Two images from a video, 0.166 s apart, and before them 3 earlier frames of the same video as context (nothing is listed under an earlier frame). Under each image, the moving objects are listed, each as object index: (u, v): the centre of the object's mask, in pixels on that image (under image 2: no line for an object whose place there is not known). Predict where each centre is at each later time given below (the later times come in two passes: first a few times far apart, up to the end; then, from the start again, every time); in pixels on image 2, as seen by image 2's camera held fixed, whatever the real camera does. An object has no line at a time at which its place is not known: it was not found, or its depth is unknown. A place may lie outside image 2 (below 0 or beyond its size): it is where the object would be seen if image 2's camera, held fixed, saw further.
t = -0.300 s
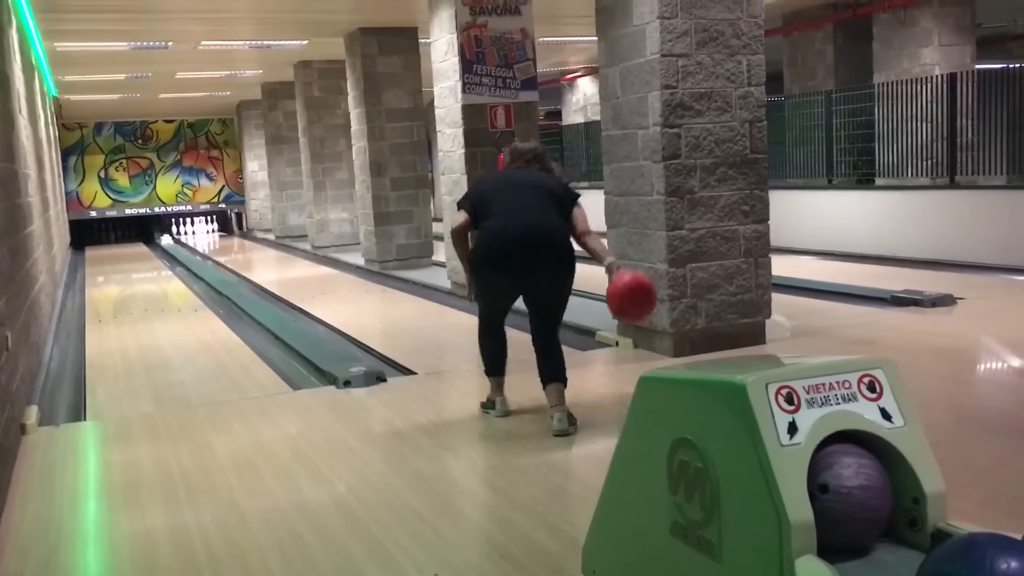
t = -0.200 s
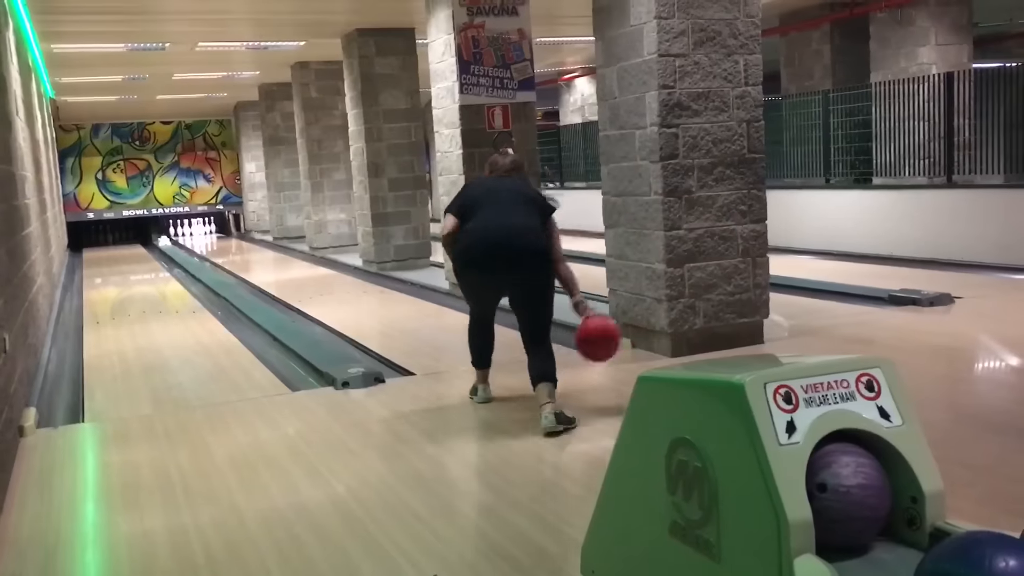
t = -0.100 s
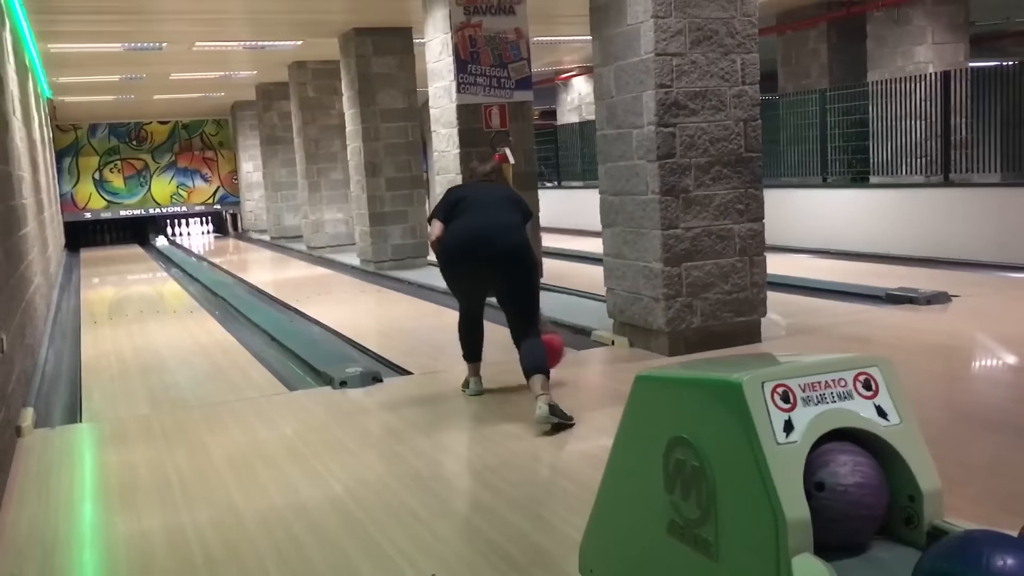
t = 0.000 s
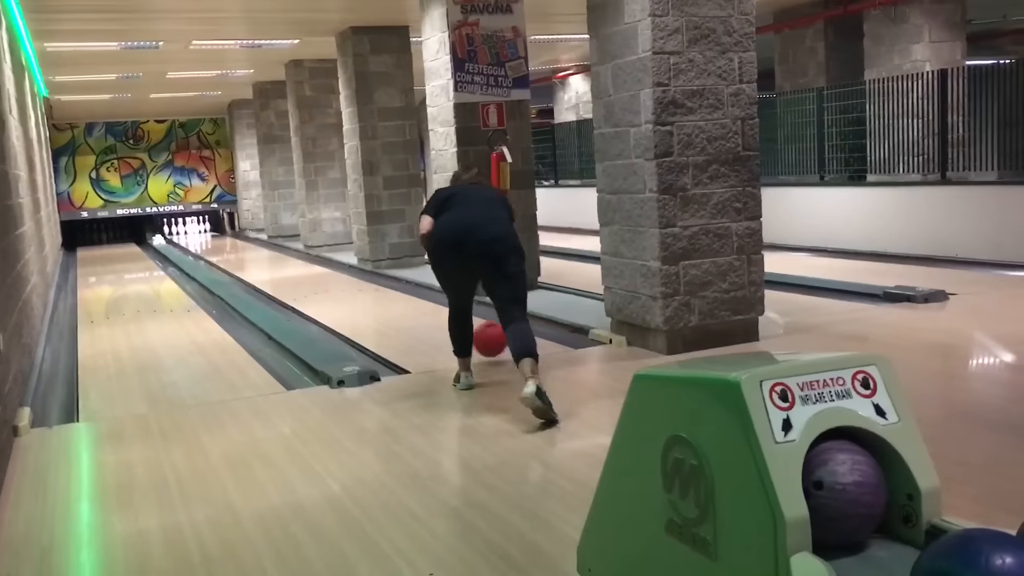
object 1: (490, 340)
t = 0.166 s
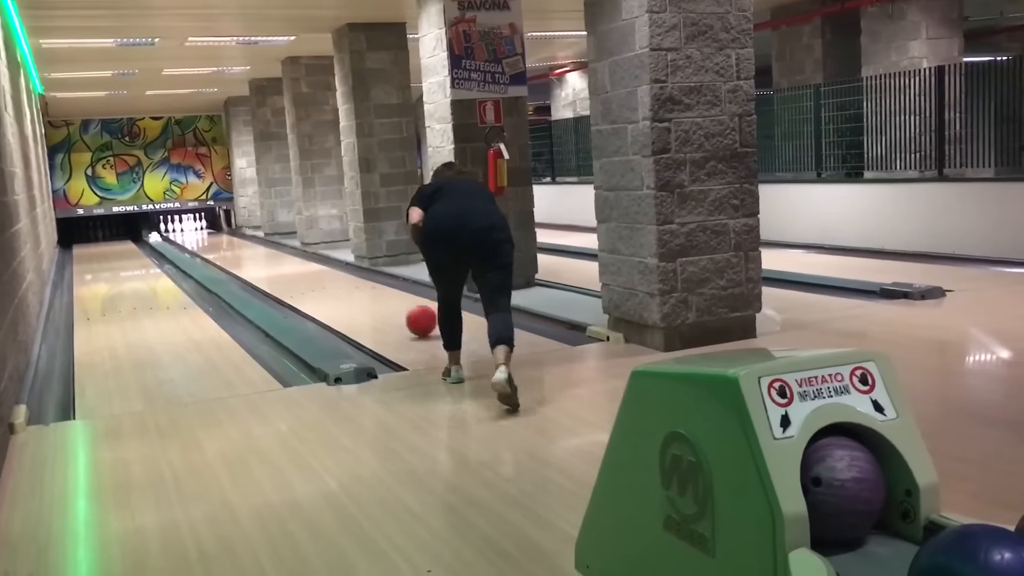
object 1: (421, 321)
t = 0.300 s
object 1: (381, 308)
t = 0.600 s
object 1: (319, 286)
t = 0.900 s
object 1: (280, 272)
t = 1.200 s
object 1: (252, 262)
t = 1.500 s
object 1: (233, 254)
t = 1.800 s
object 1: (218, 249)
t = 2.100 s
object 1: (206, 244)
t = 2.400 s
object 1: (197, 240)
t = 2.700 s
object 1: (188, 236)
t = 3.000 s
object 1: (181, 232)
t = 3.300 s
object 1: (175, 230)
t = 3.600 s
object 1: (169, 228)
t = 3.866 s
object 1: (163, 227)
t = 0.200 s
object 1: (410, 317)
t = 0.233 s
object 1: (400, 314)
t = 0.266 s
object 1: (391, 311)
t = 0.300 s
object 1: (381, 308)
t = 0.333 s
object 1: (373, 305)
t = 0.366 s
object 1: (365, 302)
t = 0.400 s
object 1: (357, 299)
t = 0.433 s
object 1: (350, 297)
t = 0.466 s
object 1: (343, 294)
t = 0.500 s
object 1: (337, 292)
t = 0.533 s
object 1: (331, 290)
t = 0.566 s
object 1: (325, 288)
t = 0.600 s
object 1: (319, 286)
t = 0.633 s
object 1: (314, 284)
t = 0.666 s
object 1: (309, 283)
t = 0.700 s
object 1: (304, 281)
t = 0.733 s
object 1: (300, 279)
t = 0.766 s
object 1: (295, 278)
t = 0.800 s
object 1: (291, 277)
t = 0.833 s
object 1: (287, 275)
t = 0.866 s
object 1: (283, 274)
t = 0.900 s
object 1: (280, 272)
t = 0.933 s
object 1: (276, 271)
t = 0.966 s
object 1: (273, 270)
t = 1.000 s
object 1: (269, 269)
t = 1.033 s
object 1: (266, 267)
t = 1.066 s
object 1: (263, 266)
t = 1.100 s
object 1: (260, 265)
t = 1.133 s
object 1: (257, 264)
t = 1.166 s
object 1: (255, 263)
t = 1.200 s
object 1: (252, 262)
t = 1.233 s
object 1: (250, 261)
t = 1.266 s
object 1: (247, 260)
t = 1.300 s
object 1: (245, 259)
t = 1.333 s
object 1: (243, 258)
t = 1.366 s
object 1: (240, 258)
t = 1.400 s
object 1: (238, 257)
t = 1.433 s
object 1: (236, 256)
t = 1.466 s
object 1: (234, 255)
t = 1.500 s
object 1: (233, 254)
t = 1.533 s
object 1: (231, 254)
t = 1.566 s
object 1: (229, 253)
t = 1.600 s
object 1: (228, 252)
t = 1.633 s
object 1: (226, 252)
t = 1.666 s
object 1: (224, 251)
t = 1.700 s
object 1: (223, 251)
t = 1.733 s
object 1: (221, 250)
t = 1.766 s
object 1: (220, 249)
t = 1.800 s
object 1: (218, 249)
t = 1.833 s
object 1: (217, 248)
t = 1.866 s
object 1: (216, 248)
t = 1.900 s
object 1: (214, 247)
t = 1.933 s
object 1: (213, 247)
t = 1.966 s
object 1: (211, 246)
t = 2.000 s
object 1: (210, 246)
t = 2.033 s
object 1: (209, 245)
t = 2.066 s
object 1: (208, 244)
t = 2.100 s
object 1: (206, 244)
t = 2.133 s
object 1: (205, 243)
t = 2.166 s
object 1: (204, 243)
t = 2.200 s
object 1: (203, 242)
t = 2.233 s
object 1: (202, 242)
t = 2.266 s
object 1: (201, 241)
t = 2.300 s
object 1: (200, 241)
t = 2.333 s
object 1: (198, 240)
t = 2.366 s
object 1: (198, 240)
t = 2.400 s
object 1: (197, 240)
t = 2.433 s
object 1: (196, 239)
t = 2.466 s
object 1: (194, 239)
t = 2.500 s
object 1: (193, 238)
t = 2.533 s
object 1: (193, 238)
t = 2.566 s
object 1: (192, 237)
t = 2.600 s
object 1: (190, 237)
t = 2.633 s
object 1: (189, 236)
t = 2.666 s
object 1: (189, 236)
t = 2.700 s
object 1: (188, 236)
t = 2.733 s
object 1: (187, 236)
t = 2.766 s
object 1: (186, 235)
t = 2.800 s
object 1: (185, 234)
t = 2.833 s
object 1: (184, 234)
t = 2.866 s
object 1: (183, 233)
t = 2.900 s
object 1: (183, 233)
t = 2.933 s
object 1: (182, 233)
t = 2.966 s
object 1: (181, 233)
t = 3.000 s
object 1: (181, 232)
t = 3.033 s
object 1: (180, 232)
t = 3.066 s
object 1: (179, 231)
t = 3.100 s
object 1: (178, 231)
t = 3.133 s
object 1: (178, 231)
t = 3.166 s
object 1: (178, 230)
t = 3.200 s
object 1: (177, 230)
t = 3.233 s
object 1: (176, 230)
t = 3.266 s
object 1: (175, 230)
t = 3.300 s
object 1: (175, 230)
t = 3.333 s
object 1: (174, 229)
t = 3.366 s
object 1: (173, 229)
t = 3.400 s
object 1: (172, 229)
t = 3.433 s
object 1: (171, 229)
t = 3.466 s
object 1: (171, 228)
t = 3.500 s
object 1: (170, 228)
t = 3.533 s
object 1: (170, 228)
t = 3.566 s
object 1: (170, 228)
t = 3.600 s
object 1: (169, 228)
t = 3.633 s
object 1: (169, 227)
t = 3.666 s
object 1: (168, 226)
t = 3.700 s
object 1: (166, 226)
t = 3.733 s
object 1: (165, 226)
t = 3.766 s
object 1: (164, 226)
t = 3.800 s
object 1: (164, 226)
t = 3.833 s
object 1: (163, 226)
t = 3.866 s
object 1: (163, 227)
